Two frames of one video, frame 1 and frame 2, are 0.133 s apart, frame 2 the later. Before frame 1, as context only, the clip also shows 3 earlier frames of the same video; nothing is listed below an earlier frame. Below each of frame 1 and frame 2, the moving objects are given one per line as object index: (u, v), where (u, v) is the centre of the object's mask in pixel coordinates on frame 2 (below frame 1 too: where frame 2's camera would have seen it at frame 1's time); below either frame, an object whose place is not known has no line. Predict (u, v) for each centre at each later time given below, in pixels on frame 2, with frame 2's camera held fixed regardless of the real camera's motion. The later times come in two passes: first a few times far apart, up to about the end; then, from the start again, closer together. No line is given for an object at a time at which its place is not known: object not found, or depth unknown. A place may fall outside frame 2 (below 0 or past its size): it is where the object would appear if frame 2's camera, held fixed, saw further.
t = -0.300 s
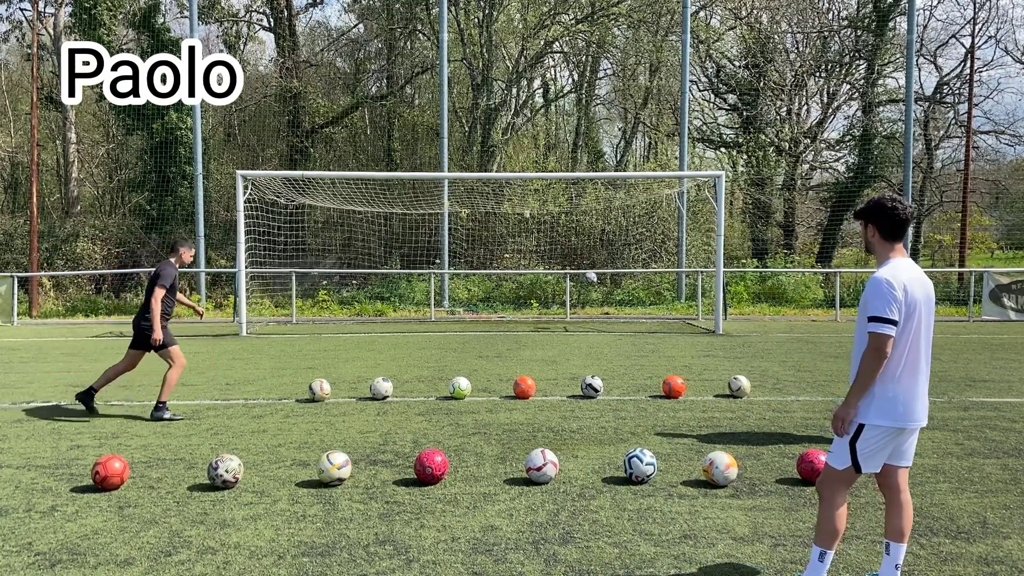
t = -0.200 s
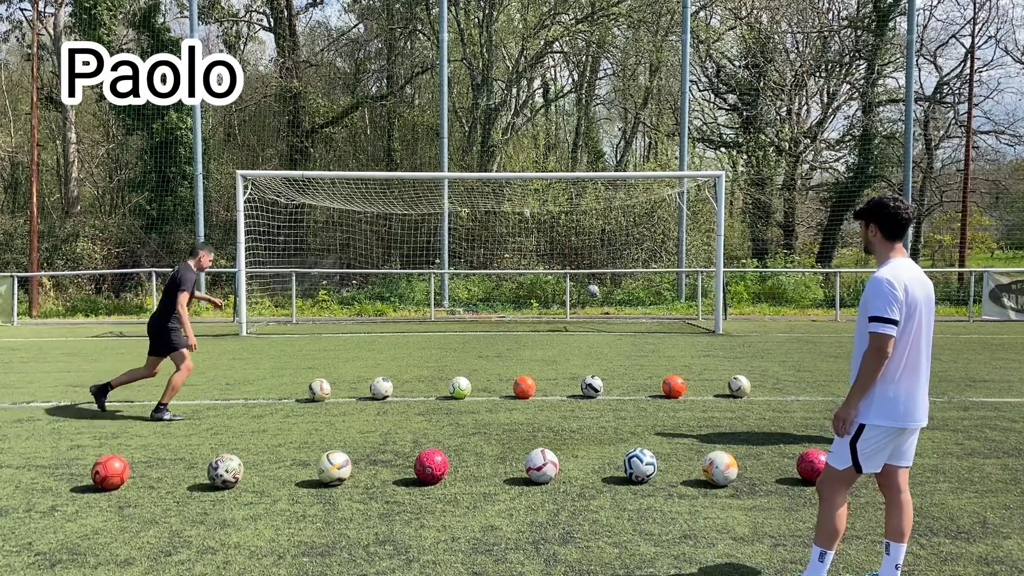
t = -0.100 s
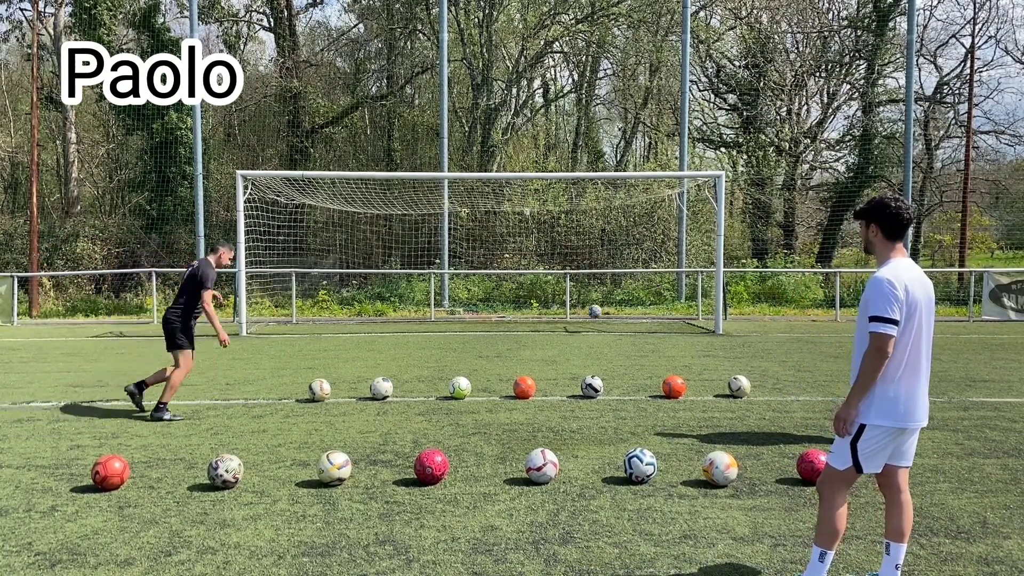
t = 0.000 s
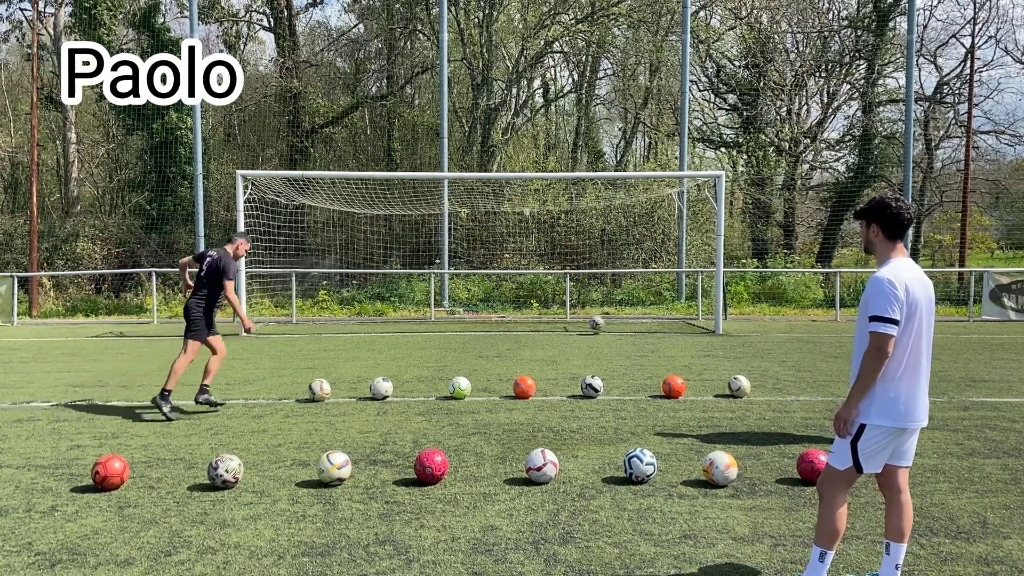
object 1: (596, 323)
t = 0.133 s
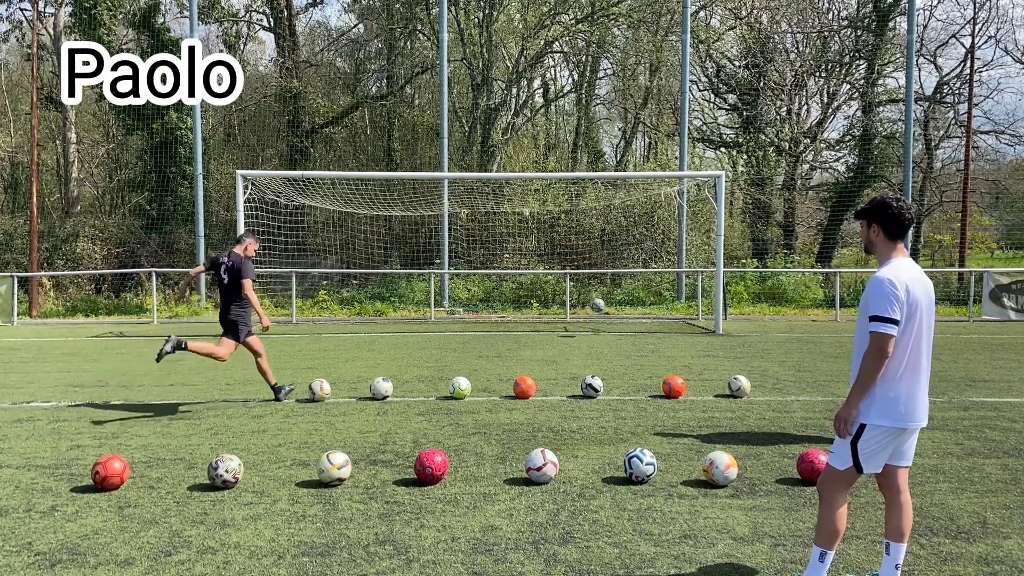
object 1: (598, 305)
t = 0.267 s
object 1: (598, 299)
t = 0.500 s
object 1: (600, 315)
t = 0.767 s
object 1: (602, 324)
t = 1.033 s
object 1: (611, 333)
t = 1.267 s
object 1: (648, 278)
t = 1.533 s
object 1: (695, 265)
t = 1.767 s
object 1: (743, 310)
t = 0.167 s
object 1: (598, 302)
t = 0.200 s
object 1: (599, 300)
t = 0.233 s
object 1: (599, 300)
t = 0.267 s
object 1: (598, 299)
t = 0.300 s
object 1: (599, 299)
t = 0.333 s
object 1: (599, 299)
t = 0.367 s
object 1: (599, 301)
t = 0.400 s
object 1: (599, 303)
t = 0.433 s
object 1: (599, 306)
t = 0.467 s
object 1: (600, 310)
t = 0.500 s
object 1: (600, 315)
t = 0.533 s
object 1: (600, 321)
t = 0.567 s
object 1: (600, 327)
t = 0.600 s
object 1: (600, 335)
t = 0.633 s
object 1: (600, 337)
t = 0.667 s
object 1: (601, 333)
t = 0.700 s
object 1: (601, 329)
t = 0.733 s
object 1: (602, 326)
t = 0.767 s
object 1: (602, 324)
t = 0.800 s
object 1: (602, 323)
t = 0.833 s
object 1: (603, 322)
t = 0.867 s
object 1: (603, 323)
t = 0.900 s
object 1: (603, 323)
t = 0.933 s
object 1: (604, 325)
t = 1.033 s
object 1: (611, 333)
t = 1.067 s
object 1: (615, 323)
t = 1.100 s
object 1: (621, 313)
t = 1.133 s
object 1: (625, 305)
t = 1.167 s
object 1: (631, 297)
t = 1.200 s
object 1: (636, 289)
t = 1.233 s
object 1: (642, 283)
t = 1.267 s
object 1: (648, 278)
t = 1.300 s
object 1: (653, 273)
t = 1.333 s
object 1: (658, 269)
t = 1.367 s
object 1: (664, 266)
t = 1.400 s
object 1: (670, 264)
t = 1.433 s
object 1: (676, 263)
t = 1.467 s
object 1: (683, 263)
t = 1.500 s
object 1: (689, 263)
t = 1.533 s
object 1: (695, 265)
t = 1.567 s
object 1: (702, 268)
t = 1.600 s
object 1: (708, 271)
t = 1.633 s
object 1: (715, 278)
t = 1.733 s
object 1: (735, 300)
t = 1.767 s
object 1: (743, 310)
